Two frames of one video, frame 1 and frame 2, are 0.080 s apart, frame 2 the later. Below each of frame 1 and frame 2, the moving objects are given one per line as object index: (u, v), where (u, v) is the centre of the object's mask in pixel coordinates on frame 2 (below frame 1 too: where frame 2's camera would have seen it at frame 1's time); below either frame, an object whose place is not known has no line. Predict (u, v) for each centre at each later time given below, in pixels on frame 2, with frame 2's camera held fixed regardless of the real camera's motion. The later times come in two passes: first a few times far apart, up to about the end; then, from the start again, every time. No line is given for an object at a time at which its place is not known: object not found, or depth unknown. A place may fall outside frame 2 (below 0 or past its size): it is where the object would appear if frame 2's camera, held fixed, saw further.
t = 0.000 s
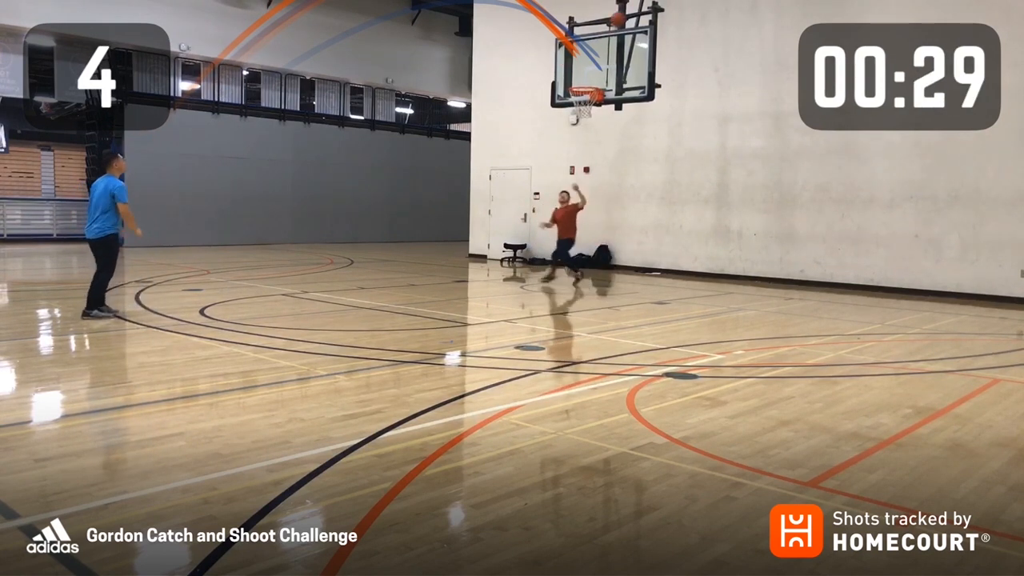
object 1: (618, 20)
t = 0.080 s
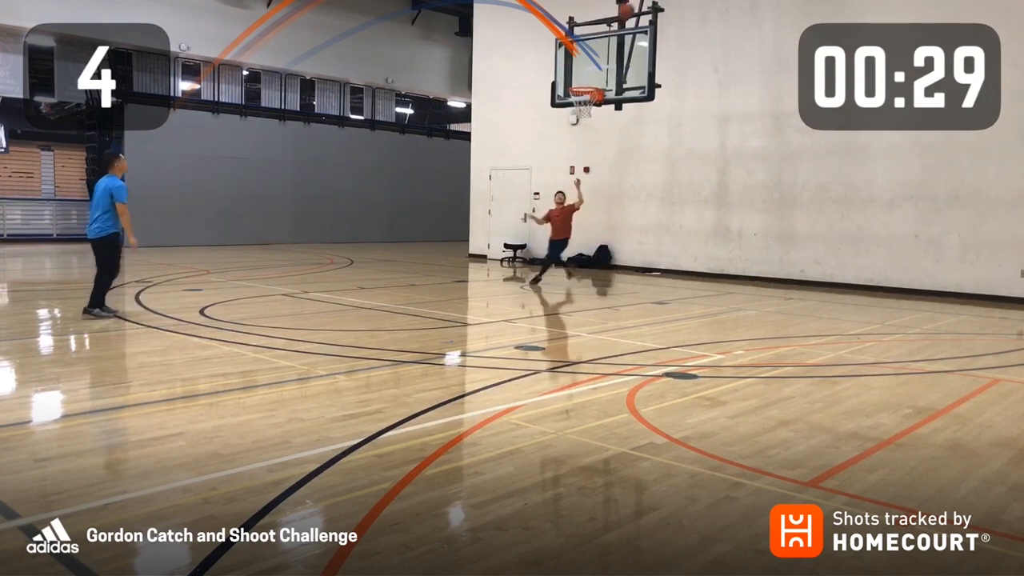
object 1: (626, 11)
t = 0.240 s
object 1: (646, 5)
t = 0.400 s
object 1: (668, 14)
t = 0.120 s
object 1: (634, 6)
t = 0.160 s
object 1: (639, 6)
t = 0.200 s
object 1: (642, 5)
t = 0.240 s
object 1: (646, 5)
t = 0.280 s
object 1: (656, 6)
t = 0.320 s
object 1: (659, 7)
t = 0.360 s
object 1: (664, 9)
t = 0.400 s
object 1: (668, 14)
